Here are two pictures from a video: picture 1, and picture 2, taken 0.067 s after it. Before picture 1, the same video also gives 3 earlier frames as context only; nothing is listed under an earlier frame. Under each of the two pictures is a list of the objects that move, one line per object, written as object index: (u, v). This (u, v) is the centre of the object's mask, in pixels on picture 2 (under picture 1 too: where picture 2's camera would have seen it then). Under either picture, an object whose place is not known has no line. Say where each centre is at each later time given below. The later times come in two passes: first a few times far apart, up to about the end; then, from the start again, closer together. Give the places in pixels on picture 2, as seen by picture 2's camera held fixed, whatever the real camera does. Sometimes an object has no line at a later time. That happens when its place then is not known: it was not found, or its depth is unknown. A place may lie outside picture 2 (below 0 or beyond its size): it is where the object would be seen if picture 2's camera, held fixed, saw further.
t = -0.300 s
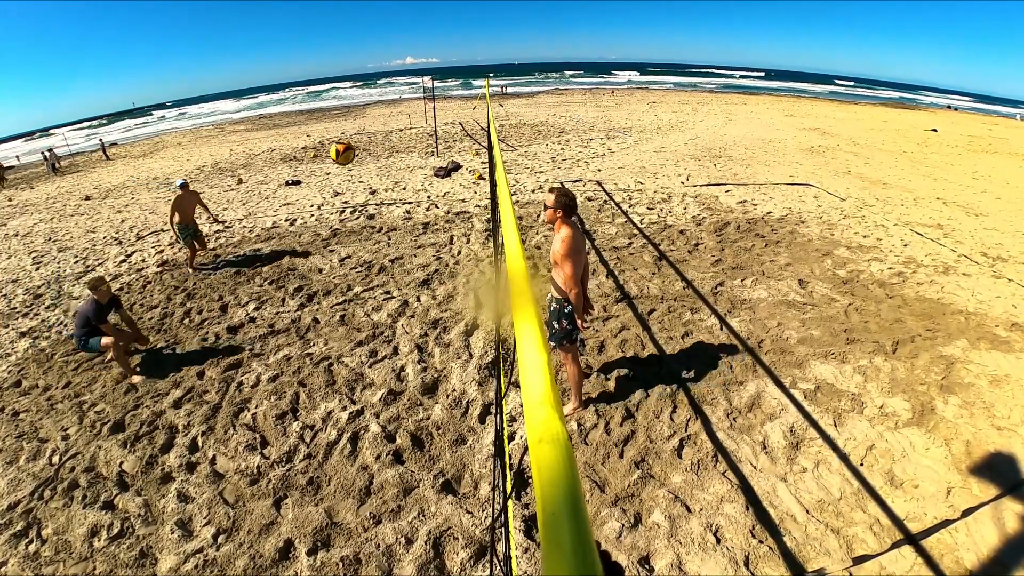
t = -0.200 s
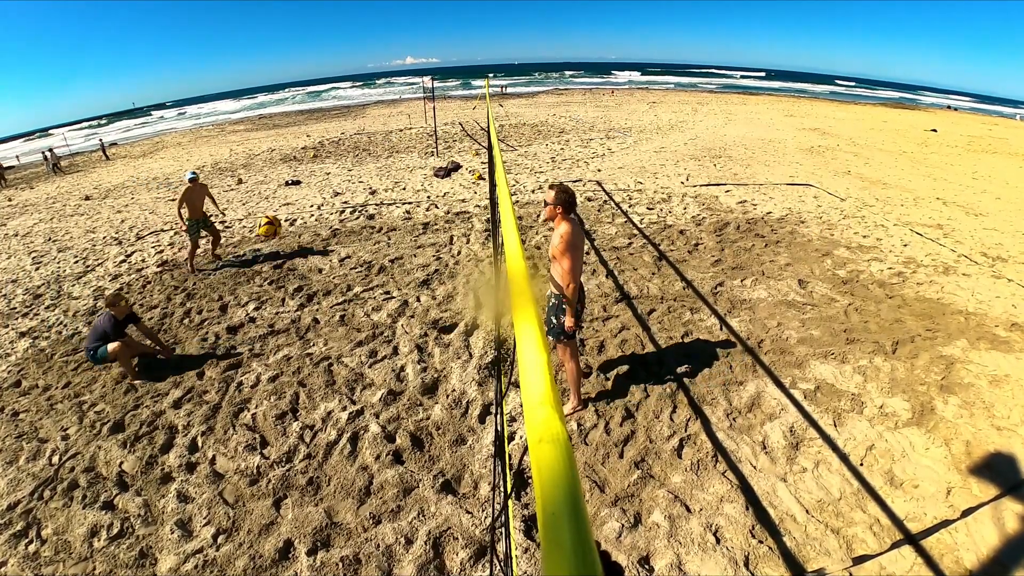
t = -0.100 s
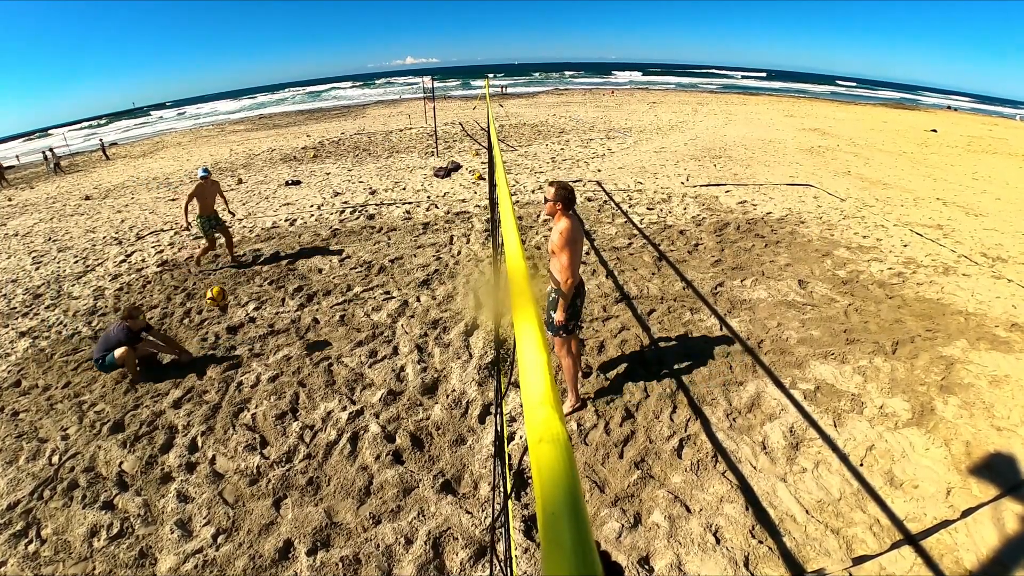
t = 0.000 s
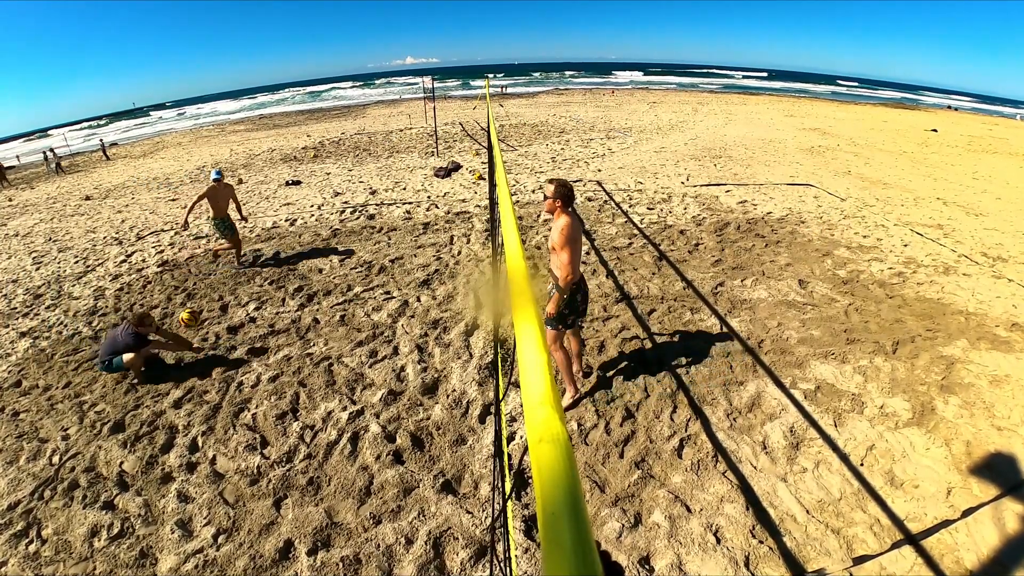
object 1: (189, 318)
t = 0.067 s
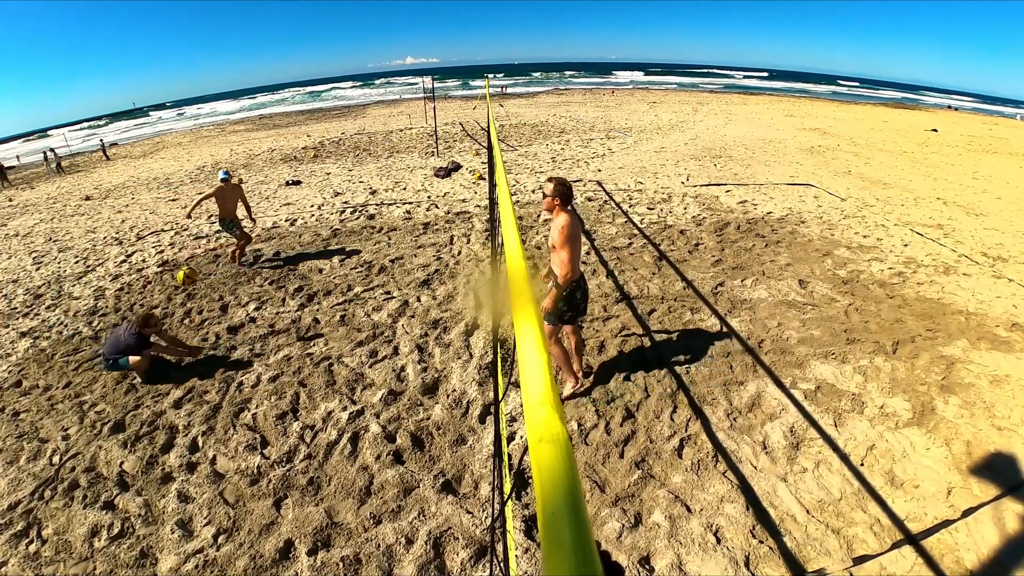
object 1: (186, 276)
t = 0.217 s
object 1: (188, 189)
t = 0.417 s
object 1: (201, 99)
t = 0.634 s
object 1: (225, 49)
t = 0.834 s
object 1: (253, 45)
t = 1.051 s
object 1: (285, 83)
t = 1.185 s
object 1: (306, 124)
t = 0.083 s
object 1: (187, 266)
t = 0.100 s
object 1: (186, 256)
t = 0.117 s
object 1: (187, 246)
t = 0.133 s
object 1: (187, 236)
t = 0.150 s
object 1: (187, 226)
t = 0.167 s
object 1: (187, 216)
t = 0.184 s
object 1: (188, 207)
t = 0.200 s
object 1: (187, 198)
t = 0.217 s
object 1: (188, 189)
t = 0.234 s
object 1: (189, 180)
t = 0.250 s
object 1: (190, 172)
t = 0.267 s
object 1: (191, 163)
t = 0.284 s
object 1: (191, 155)
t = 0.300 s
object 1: (192, 147)
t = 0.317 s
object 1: (193, 140)
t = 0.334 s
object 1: (195, 132)
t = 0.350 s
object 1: (196, 125)
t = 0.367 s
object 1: (197, 118)
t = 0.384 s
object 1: (198, 111)
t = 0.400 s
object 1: (199, 105)
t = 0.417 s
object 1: (201, 99)
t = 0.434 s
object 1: (202, 94)
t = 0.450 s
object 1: (204, 89)
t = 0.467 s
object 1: (206, 84)
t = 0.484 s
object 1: (207, 79)
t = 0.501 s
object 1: (209, 75)
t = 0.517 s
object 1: (211, 70)
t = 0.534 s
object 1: (213, 66)
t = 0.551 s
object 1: (215, 63)
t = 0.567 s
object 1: (217, 59)
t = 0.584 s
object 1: (219, 56)
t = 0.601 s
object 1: (221, 54)
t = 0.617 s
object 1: (223, 51)
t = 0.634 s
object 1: (225, 49)
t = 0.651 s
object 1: (227, 47)
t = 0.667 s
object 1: (229, 46)
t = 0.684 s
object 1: (231, 44)
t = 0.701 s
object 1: (234, 43)
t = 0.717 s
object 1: (236, 43)
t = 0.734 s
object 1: (238, 42)
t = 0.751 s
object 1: (241, 42)
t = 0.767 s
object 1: (243, 42)
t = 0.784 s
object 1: (245, 42)
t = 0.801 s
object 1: (247, 43)
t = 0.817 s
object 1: (250, 44)
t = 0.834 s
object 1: (253, 45)
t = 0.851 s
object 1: (255, 47)
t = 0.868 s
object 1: (258, 49)
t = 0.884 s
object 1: (260, 51)
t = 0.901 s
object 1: (262, 53)
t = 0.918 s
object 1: (265, 55)
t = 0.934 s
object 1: (268, 58)
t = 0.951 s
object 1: (270, 61)
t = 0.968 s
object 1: (272, 64)
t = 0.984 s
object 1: (275, 67)
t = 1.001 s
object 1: (277, 71)
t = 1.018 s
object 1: (280, 75)
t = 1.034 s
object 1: (282, 79)
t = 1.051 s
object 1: (285, 83)
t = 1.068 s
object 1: (287, 88)
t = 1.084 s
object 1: (290, 92)
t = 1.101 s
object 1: (293, 97)
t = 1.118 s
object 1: (295, 102)
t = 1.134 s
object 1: (298, 107)
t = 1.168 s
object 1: (303, 118)
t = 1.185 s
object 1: (306, 124)
